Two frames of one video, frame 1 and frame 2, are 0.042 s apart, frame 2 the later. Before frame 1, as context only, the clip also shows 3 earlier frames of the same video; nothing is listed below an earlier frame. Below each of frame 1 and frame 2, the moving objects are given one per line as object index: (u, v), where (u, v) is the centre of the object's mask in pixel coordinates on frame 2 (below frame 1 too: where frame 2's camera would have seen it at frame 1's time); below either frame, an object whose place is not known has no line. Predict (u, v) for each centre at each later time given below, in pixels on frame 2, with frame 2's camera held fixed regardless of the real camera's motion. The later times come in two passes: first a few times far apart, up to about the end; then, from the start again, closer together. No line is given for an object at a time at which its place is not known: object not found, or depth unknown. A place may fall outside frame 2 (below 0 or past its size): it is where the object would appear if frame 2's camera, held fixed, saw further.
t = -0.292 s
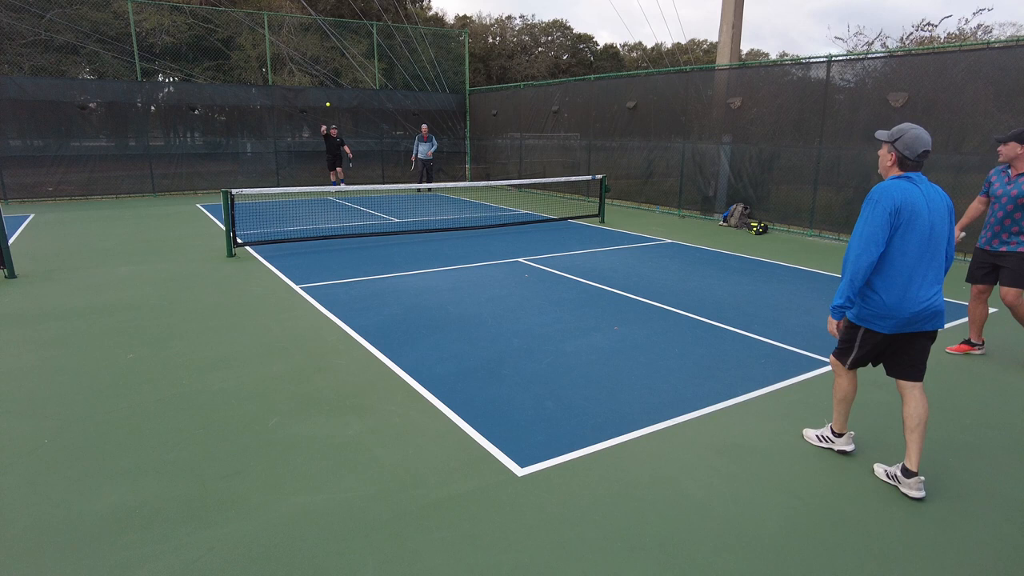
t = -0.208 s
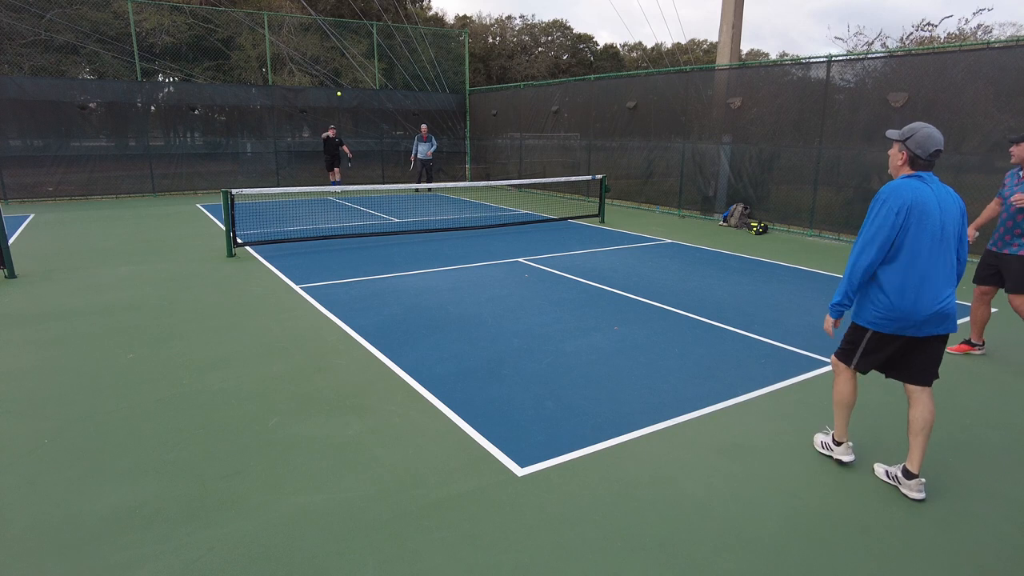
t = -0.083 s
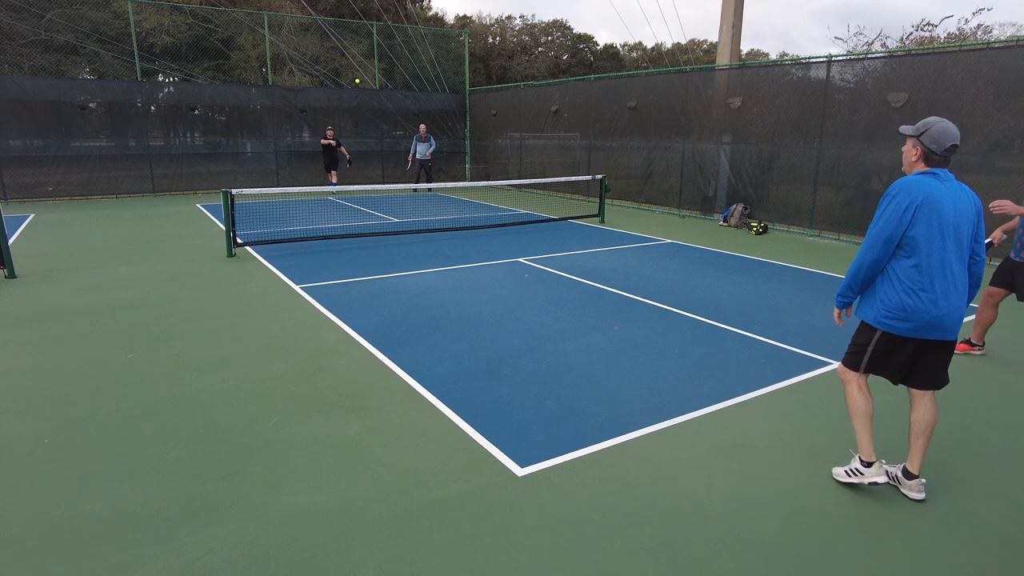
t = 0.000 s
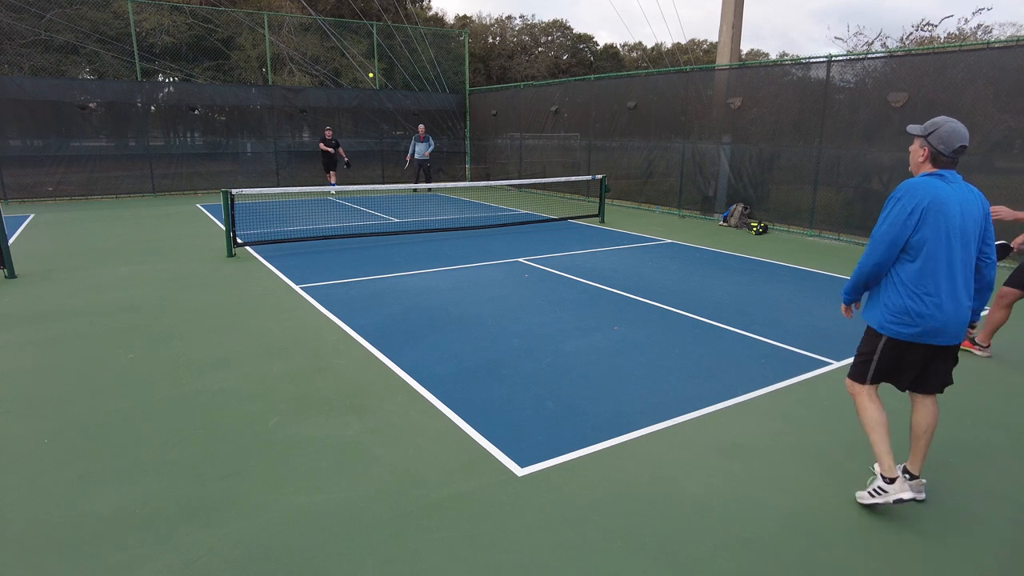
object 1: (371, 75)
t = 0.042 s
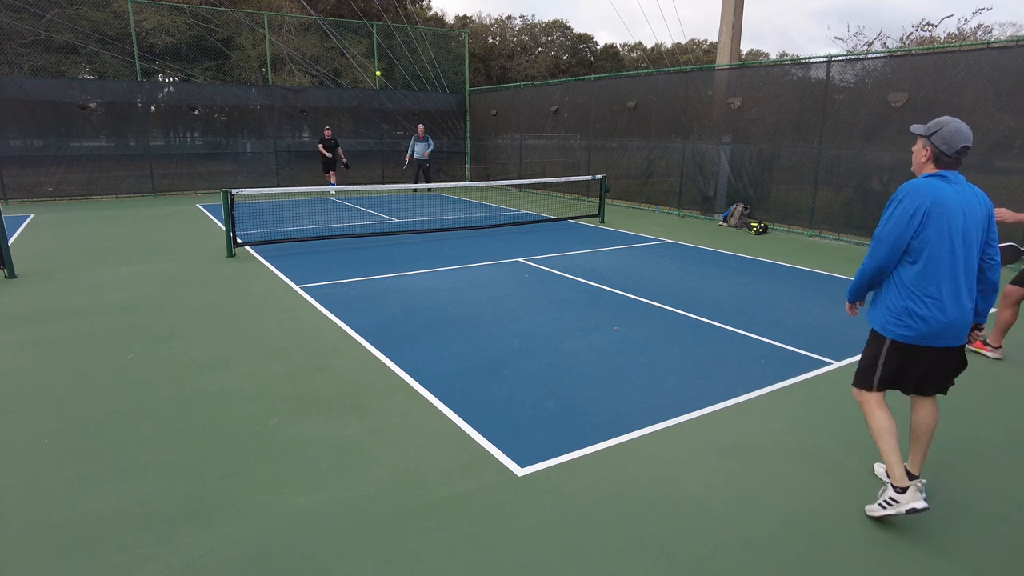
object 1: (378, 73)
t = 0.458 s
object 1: (474, 107)
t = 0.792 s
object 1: (594, 252)
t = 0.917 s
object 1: (645, 313)
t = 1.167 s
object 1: (720, 269)
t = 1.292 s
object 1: (765, 275)
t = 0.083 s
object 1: (385, 72)
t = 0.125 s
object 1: (393, 72)
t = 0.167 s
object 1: (401, 72)
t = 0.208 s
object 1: (410, 74)
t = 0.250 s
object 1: (419, 76)
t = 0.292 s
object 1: (429, 80)
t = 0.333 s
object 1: (440, 85)
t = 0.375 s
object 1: (450, 91)
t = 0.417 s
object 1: (462, 98)
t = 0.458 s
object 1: (474, 107)
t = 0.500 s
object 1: (487, 119)
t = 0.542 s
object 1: (500, 132)
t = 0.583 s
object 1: (513, 146)
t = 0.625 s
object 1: (528, 162)
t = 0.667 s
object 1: (544, 181)
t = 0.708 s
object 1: (559, 202)
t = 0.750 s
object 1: (576, 226)
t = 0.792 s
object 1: (594, 252)
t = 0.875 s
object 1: (631, 313)
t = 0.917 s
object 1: (645, 313)
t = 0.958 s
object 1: (656, 302)
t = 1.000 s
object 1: (668, 292)
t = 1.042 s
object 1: (680, 284)
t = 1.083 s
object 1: (693, 277)
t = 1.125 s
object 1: (707, 272)
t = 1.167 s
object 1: (720, 269)
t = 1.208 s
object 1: (735, 269)
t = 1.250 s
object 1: (750, 270)
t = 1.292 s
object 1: (765, 275)
